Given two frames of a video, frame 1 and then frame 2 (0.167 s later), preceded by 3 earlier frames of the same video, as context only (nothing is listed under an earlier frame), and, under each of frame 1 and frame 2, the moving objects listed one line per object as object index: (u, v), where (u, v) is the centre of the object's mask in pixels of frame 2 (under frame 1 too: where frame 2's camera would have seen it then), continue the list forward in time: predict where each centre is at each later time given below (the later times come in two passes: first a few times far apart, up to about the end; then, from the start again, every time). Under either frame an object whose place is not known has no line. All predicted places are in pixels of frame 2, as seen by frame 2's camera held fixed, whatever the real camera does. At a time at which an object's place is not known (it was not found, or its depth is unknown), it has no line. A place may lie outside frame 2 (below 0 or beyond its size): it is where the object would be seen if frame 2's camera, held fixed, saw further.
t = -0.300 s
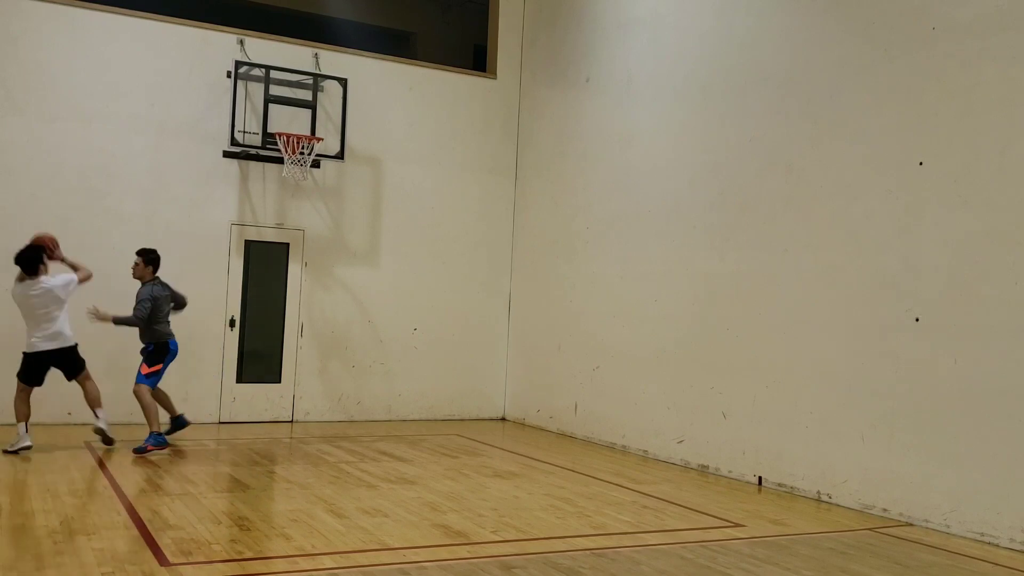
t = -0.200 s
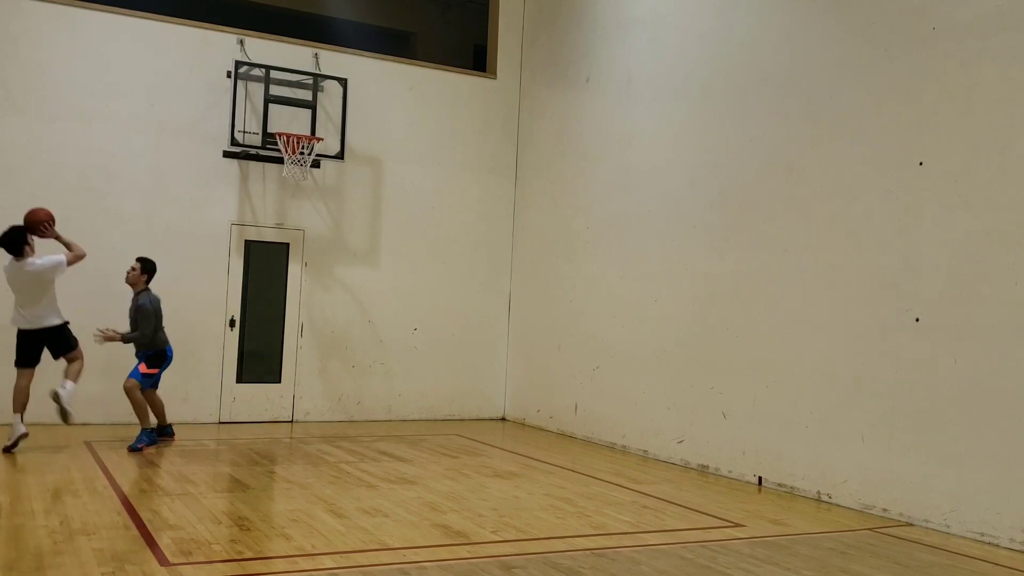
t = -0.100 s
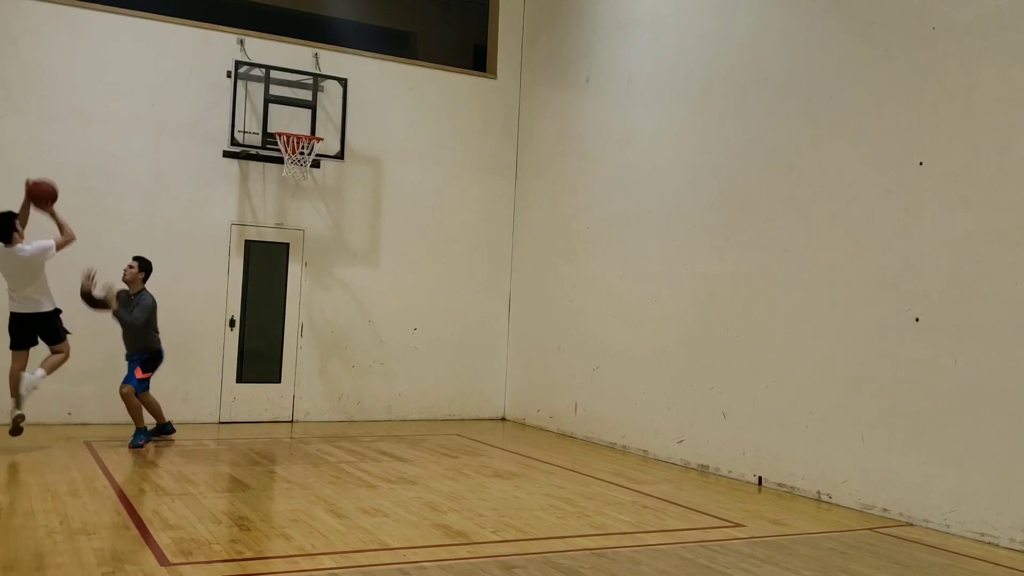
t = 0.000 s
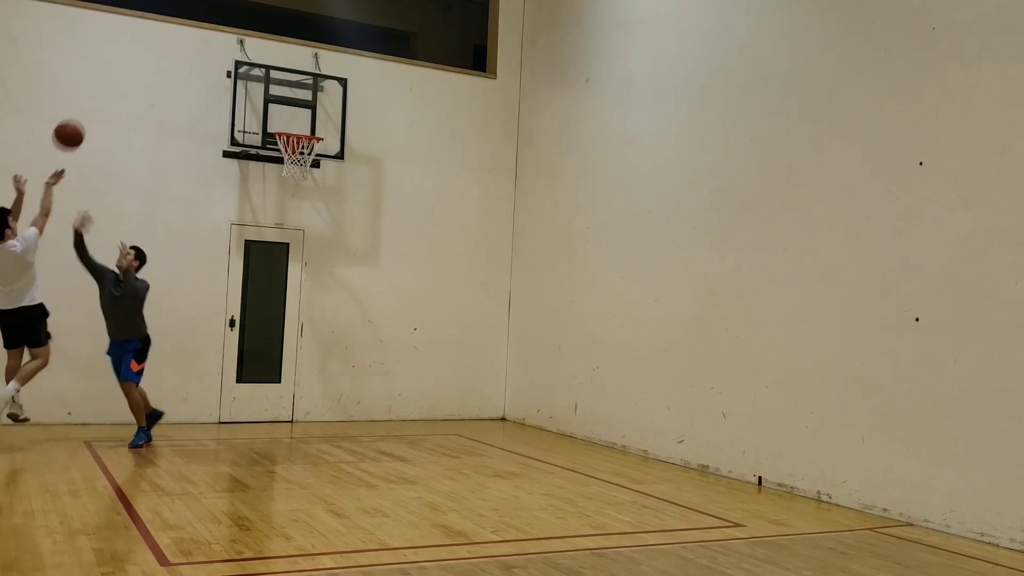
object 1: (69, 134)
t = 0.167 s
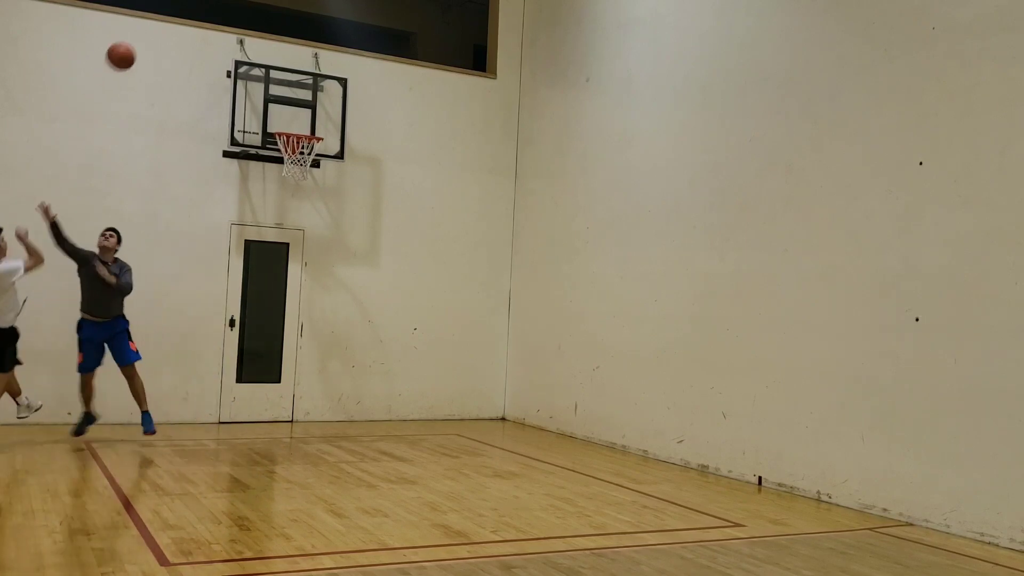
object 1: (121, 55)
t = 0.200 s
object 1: (131, 45)
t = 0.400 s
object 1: (183, 9)
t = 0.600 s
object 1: (228, 11)
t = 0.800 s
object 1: (268, 53)
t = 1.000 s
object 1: (302, 126)
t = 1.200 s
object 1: (317, 105)
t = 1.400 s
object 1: (332, 121)
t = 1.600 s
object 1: (347, 186)
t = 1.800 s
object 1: (361, 313)
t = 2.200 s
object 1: (409, 317)
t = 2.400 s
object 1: (442, 227)
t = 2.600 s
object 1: (476, 191)
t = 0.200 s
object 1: (131, 45)
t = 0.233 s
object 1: (140, 35)
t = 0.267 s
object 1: (149, 26)
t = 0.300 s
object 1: (158, 19)
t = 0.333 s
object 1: (167, 13)
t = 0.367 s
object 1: (175, 10)
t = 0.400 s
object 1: (183, 9)
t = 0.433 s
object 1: (191, 8)
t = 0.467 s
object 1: (199, 7)
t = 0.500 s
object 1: (207, 7)
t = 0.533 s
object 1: (214, 8)
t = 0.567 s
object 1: (222, 9)
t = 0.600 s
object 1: (228, 11)
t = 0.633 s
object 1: (235, 14)
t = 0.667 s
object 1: (242, 20)
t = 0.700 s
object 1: (249, 26)
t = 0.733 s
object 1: (255, 34)
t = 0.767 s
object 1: (261, 43)
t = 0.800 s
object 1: (268, 53)
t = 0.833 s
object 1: (274, 63)
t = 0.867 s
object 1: (279, 74)
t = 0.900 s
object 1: (285, 87)
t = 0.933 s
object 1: (291, 100)
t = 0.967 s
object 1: (297, 114)
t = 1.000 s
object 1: (302, 126)
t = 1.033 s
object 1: (305, 123)
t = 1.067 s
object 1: (307, 117)
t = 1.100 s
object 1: (309, 113)
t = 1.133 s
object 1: (312, 109)
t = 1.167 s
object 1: (314, 107)
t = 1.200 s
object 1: (317, 105)
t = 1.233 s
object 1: (319, 105)
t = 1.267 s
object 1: (322, 106)
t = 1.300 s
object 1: (324, 107)
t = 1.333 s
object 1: (326, 111)
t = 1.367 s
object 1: (329, 115)
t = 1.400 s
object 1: (332, 121)
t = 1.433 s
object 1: (334, 128)
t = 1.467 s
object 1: (337, 137)
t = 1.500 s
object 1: (339, 147)
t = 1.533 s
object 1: (342, 158)
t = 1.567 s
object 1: (344, 172)
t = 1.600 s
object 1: (347, 186)
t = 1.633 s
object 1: (349, 203)
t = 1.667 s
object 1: (352, 221)
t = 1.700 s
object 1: (354, 241)
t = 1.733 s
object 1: (357, 263)
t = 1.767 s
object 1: (359, 287)
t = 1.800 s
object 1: (361, 313)
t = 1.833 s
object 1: (364, 342)
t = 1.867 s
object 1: (365, 372)
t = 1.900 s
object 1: (367, 406)
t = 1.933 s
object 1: (368, 445)
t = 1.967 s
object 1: (371, 483)
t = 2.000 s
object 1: (376, 458)
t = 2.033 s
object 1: (381, 432)
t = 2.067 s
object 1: (387, 406)
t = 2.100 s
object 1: (392, 382)
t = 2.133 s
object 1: (398, 359)
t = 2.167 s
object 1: (404, 338)
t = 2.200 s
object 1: (409, 317)
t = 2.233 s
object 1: (415, 299)
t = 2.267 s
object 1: (420, 282)
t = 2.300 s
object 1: (425, 266)
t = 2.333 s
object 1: (431, 252)
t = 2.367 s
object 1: (436, 238)
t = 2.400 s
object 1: (442, 227)
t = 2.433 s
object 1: (447, 216)
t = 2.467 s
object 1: (453, 208)
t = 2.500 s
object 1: (459, 201)
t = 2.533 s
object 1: (465, 196)
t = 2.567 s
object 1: (470, 193)
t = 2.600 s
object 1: (476, 191)
